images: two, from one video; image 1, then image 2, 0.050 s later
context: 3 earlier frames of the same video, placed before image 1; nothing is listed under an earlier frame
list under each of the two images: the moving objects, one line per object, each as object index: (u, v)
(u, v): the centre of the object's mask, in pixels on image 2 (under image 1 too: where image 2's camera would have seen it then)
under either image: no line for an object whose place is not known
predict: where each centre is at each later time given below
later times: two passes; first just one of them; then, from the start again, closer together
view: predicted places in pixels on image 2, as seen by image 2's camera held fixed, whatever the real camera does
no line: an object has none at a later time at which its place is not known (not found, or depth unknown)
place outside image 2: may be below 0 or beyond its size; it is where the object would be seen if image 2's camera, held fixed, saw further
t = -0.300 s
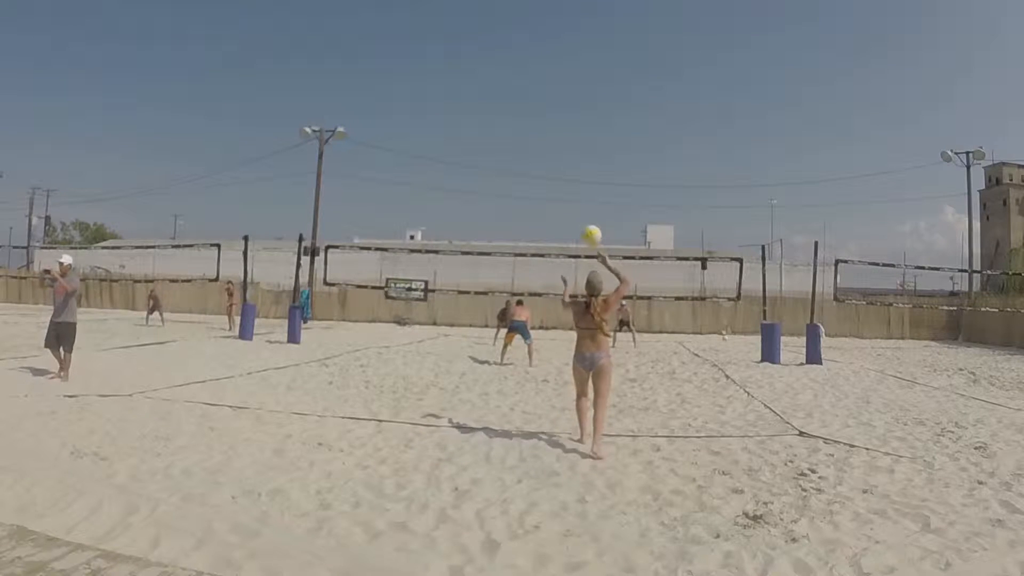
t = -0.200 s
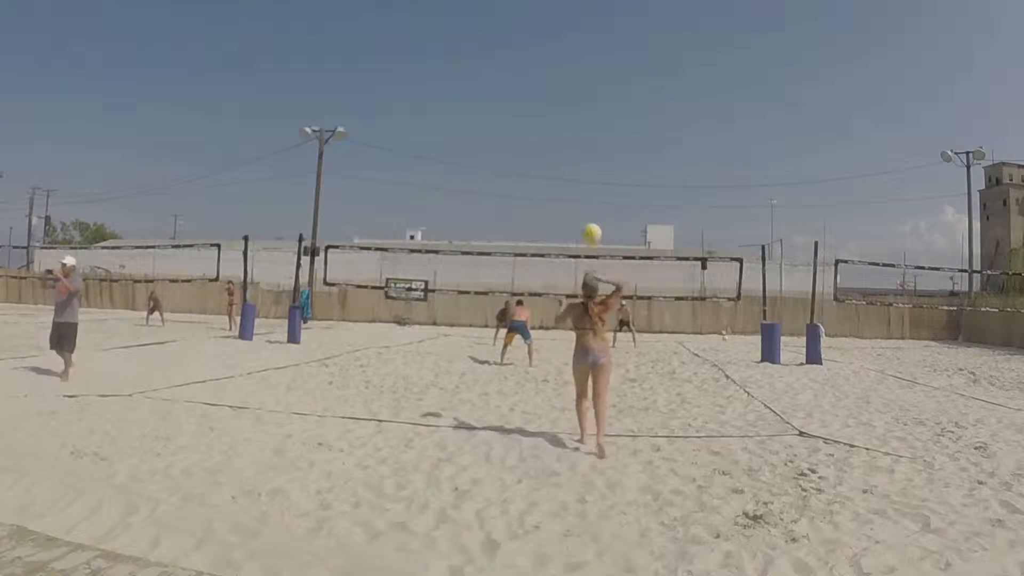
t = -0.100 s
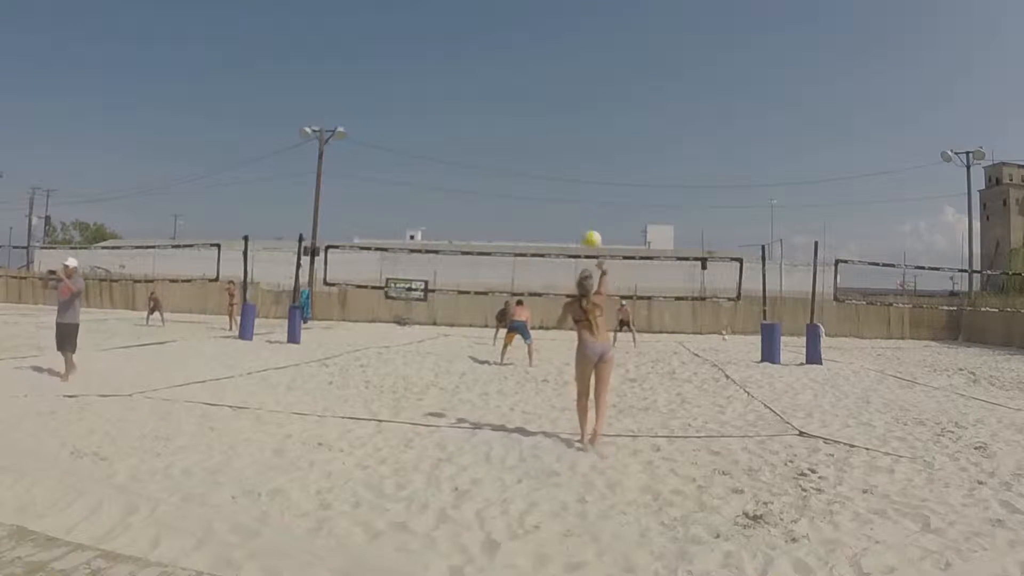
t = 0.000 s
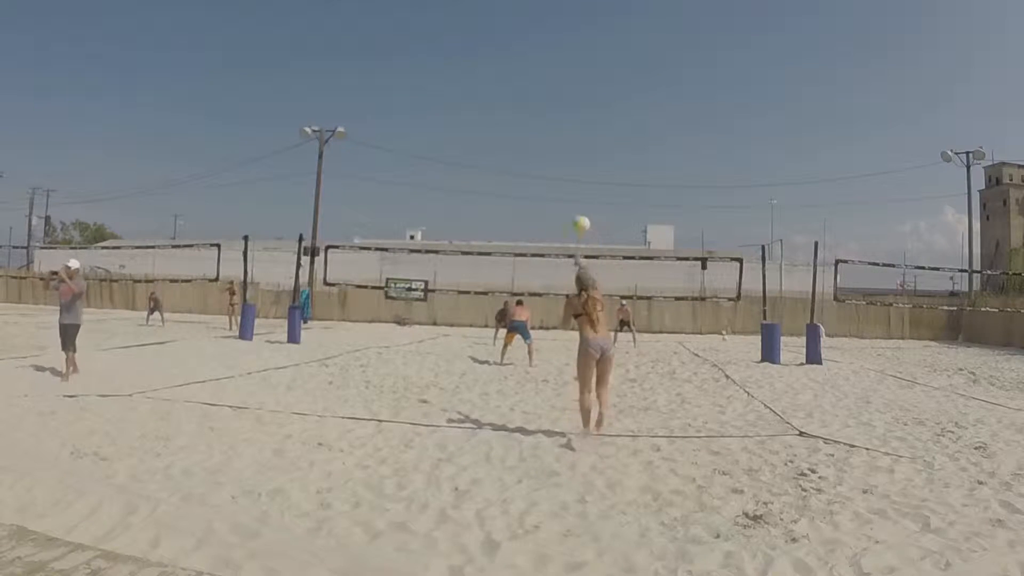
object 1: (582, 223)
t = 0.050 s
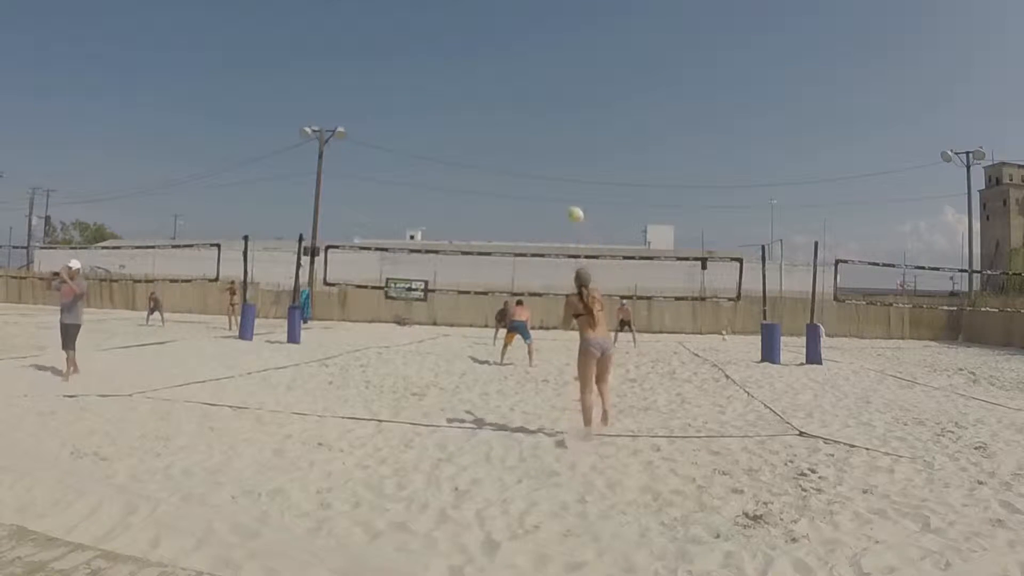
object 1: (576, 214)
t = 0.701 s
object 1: (547, 242)
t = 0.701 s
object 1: (547, 242)
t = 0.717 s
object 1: (547, 245)
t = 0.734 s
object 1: (546, 248)
